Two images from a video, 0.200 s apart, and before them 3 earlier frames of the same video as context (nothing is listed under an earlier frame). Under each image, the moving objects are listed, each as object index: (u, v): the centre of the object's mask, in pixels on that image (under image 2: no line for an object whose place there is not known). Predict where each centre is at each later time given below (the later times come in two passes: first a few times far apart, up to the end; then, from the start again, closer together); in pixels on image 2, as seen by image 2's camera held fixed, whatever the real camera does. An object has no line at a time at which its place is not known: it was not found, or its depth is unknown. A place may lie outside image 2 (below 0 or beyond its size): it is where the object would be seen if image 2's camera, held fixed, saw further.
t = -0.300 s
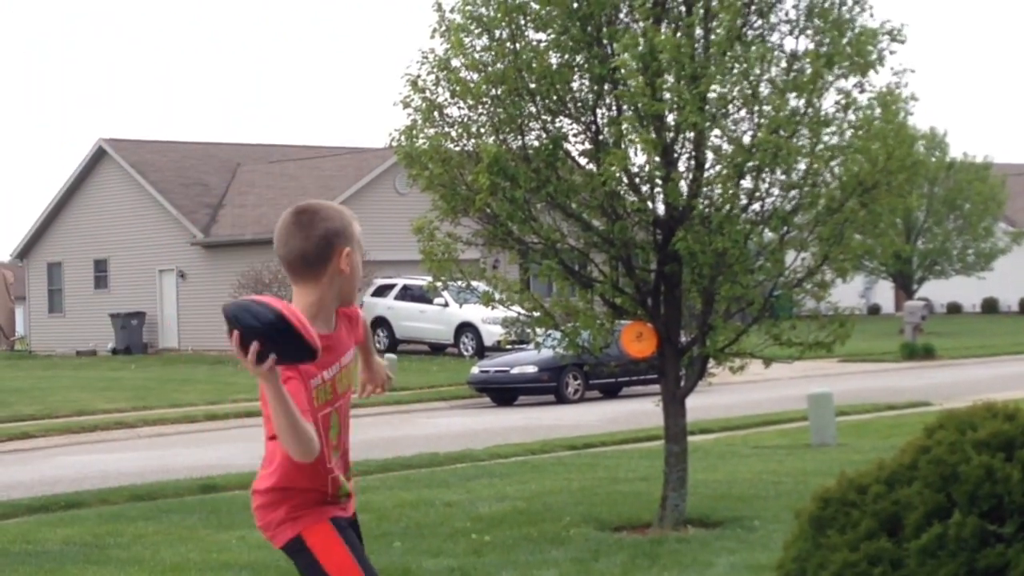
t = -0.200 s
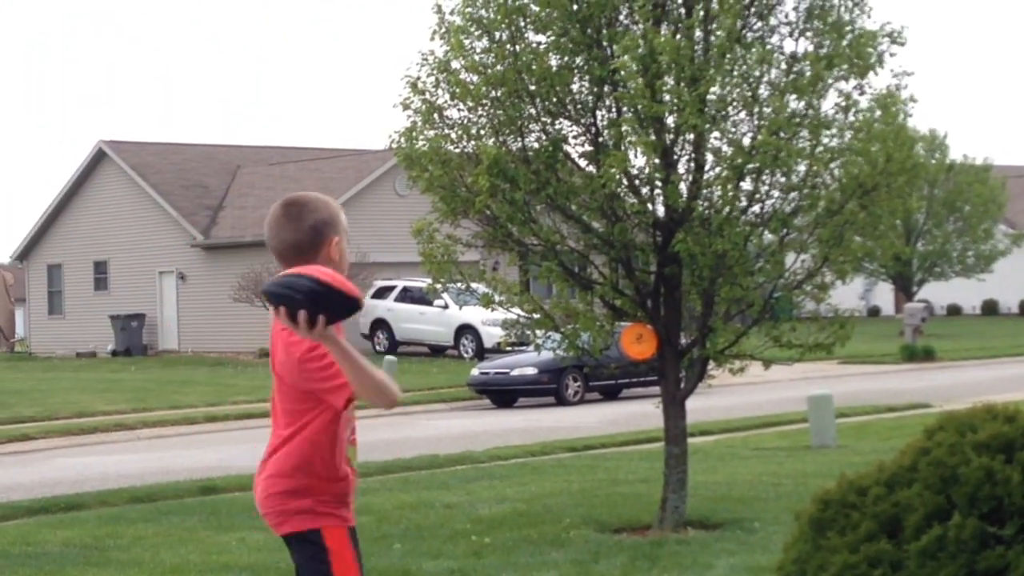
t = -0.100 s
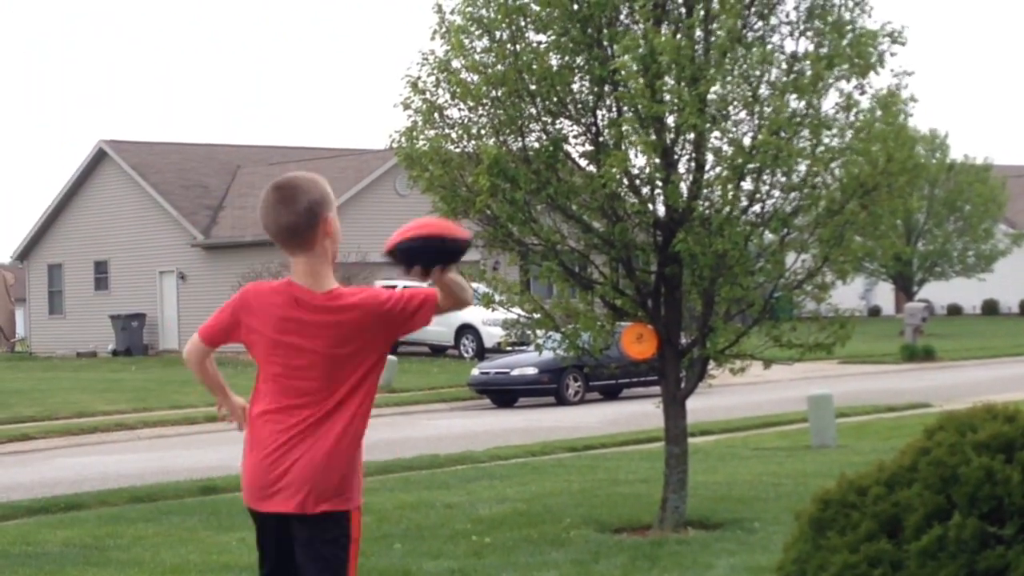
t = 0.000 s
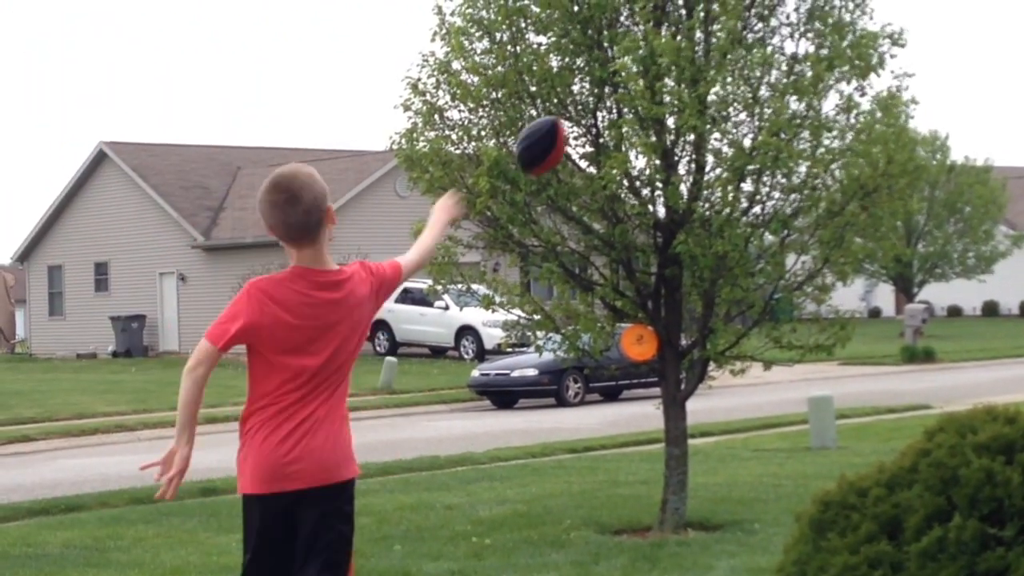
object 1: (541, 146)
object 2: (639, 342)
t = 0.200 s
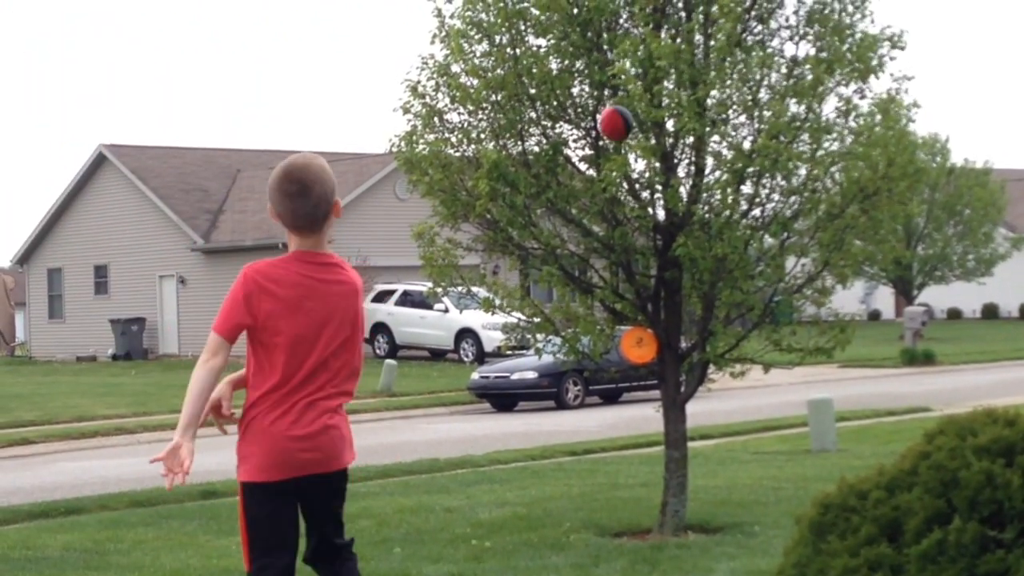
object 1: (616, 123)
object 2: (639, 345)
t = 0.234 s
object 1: (624, 130)
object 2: (639, 345)
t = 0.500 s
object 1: (650, 256)
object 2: (639, 345)
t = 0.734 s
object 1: (631, 334)
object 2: (617, 368)
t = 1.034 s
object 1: (603, 346)
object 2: (543, 469)
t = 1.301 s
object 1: (590, 378)
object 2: (524, 531)
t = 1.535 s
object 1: (575, 493)
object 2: (523, 533)
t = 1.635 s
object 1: (566, 523)
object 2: (523, 533)
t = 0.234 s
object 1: (624, 130)
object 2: (639, 345)
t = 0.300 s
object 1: (635, 154)
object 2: (639, 345)
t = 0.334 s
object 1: (639, 169)
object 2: (639, 345)
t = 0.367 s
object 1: (641, 184)
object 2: (639, 345)
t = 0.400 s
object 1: (645, 200)
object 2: (639, 345)
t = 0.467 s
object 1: (649, 238)
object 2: (639, 345)
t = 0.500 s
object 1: (650, 256)
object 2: (639, 345)
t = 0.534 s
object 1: (652, 275)
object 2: (639, 345)
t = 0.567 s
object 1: (651, 298)
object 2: (639, 345)
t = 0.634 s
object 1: (649, 341)
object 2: (635, 347)
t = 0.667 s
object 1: (645, 343)
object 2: (630, 363)
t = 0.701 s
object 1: (638, 338)
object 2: (627, 366)
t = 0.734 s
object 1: (631, 334)
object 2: (617, 368)
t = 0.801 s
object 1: (617, 333)
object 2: (597, 380)
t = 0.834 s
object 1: (613, 335)
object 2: (589, 390)
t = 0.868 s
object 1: (607, 339)
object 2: (581, 401)
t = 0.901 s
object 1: (599, 344)
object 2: (575, 411)
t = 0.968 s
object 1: (598, 345)
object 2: (559, 438)
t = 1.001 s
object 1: (601, 345)
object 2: (551, 452)
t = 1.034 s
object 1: (603, 346)
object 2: (543, 469)
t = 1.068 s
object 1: (606, 349)
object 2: (536, 488)
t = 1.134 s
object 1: (608, 357)
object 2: (519, 527)
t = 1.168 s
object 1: (607, 359)
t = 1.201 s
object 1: (602, 361)
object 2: (524, 532)
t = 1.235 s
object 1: (598, 363)
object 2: (524, 531)
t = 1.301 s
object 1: (590, 378)
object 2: (524, 531)
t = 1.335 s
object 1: (587, 388)
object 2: (524, 532)
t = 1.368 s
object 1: (587, 404)
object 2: (524, 532)
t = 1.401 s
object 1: (584, 418)
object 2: (523, 533)
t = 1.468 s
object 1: (580, 453)
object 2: (523, 533)
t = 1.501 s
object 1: (577, 472)
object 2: (524, 533)
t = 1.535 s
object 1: (575, 493)
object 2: (523, 533)
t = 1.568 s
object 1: (572, 516)
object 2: (524, 533)
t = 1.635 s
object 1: (566, 523)
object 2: (523, 533)
